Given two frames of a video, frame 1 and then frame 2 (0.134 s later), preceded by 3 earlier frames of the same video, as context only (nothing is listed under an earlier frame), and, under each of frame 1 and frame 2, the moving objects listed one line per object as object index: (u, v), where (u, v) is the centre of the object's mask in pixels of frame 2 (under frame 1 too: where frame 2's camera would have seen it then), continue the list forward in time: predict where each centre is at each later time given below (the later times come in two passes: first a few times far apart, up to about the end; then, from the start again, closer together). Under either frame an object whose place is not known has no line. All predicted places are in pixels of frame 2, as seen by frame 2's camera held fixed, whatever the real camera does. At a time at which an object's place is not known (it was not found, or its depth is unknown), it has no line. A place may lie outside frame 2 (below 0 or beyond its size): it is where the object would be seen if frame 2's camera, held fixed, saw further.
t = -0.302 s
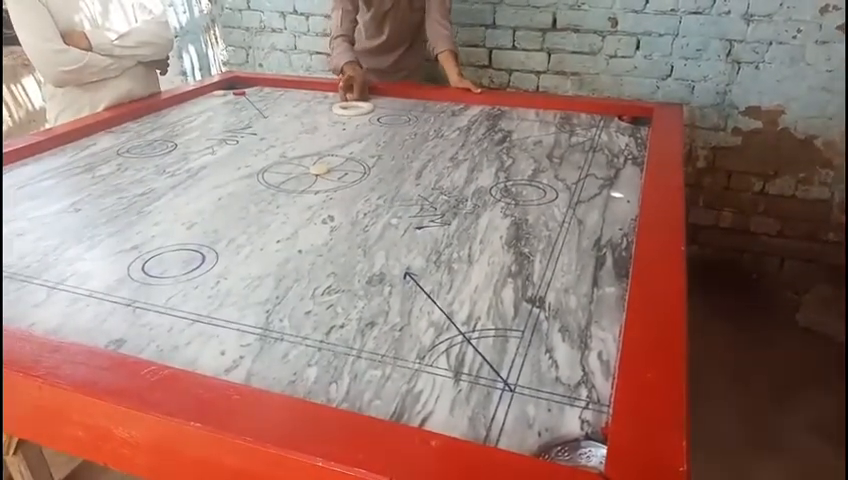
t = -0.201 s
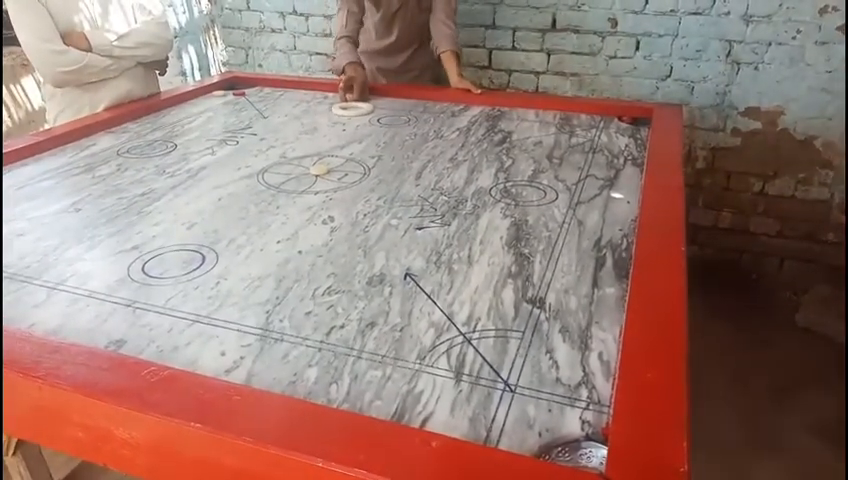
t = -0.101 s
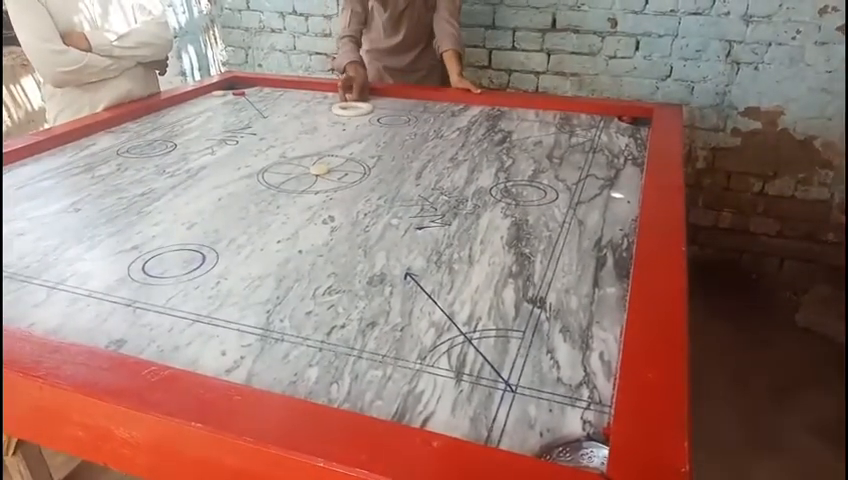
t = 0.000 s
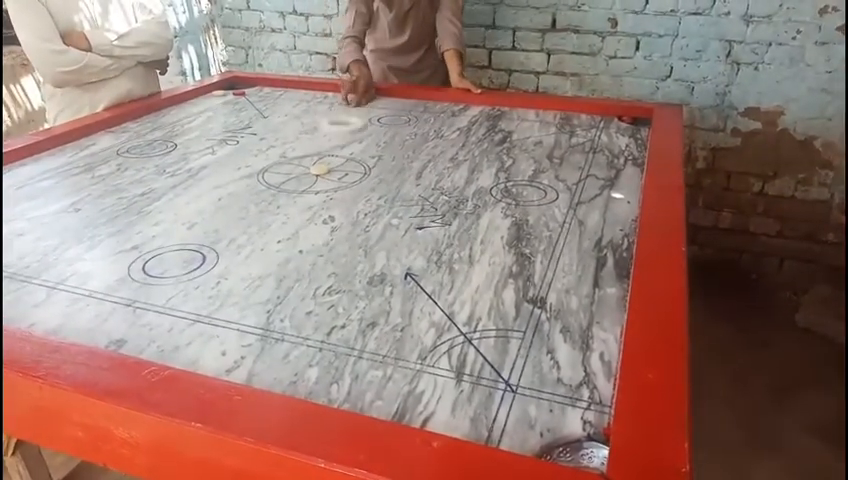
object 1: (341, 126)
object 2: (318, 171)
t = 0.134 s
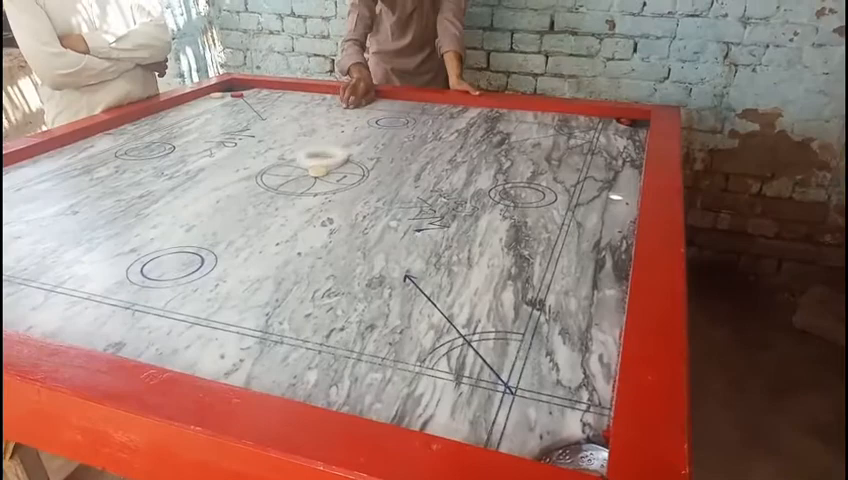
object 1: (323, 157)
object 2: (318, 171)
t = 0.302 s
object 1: (296, 194)
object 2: (294, 238)
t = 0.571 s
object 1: (235, 282)
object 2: (291, 355)
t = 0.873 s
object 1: (263, 302)
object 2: (440, 256)
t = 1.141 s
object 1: (340, 250)
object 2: (508, 210)
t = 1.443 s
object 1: (405, 206)
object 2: (563, 169)
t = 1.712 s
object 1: (443, 179)
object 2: (595, 144)
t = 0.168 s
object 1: (318, 165)
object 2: (314, 177)
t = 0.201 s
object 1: (312, 171)
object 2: (310, 191)
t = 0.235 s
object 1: (308, 179)
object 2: (303, 186)
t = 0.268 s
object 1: (302, 186)
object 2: (299, 215)
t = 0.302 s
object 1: (296, 194)
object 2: (294, 238)
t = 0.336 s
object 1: (289, 203)
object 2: (288, 259)
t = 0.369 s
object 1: (283, 212)
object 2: (280, 277)
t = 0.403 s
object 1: (275, 223)
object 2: (273, 303)
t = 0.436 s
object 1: (269, 233)
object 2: (259, 329)
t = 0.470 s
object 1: (261, 245)
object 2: (251, 361)
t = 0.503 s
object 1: (253, 257)
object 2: (244, 378)
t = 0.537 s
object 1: (245, 269)
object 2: (265, 369)
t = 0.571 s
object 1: (235, 282)
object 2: (291, 355)
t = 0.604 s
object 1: (224, 297)
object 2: (312, 340)
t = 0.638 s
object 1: (211, 312)
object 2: (333, 326)
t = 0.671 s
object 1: (199, 331)
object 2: (353, 313)
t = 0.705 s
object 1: (189, 345)
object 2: (369, 303)
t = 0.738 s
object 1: (199, 341)
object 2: (387, 294)
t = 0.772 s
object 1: (217, 331)
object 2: (400, 283)
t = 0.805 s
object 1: (233, 321)
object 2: (412, 274)
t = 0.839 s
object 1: (248, 310)
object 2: (427, 264)
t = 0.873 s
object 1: (263, 302)
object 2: (440, 256)
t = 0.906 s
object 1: (276, 292)
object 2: (451, 248)
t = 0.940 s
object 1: (288, 284)
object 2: (462, 242)
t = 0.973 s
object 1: (300, 277)
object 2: (472, 234)
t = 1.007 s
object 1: (310, 270)
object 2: (480, 228)
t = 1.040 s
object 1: (322, 263)
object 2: (492, 220)
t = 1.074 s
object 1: (330, 256)
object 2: (497, 216)
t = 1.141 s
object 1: (340, 250)
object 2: (508, 210)
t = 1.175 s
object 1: (349, 244)
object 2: (515, 204)
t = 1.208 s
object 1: (358, 238)
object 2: (522, 199)
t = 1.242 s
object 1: (365, 233)
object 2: (529, 195)
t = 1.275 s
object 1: (373, 228)
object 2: (536, 190)
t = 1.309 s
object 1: (379, 223)
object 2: (541, 185)
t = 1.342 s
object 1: (385, 218)
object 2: (548, 180)
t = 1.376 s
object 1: (392, 214)
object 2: (554, 177)
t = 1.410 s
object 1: (399, 209)
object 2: (558, 173)
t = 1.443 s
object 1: (405, 206)
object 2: (563, 169)
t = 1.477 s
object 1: (410, 202)
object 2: (568, 165)
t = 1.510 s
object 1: (415, 198)
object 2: (573, 162)
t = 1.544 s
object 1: (420, 194)
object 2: (577, 158)
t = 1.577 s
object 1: (425, 191)
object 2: (581, 155)
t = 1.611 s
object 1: (430, 188)
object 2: (584, 152)
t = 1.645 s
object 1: (434, 185)
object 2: (589, 149)
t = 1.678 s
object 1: (438, 182)
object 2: (592, 147)
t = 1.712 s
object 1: (443, 179)
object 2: (595, 144)
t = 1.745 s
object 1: (446, 176)
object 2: (599, 141)
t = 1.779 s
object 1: (450, 173)
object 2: (602, 138)
